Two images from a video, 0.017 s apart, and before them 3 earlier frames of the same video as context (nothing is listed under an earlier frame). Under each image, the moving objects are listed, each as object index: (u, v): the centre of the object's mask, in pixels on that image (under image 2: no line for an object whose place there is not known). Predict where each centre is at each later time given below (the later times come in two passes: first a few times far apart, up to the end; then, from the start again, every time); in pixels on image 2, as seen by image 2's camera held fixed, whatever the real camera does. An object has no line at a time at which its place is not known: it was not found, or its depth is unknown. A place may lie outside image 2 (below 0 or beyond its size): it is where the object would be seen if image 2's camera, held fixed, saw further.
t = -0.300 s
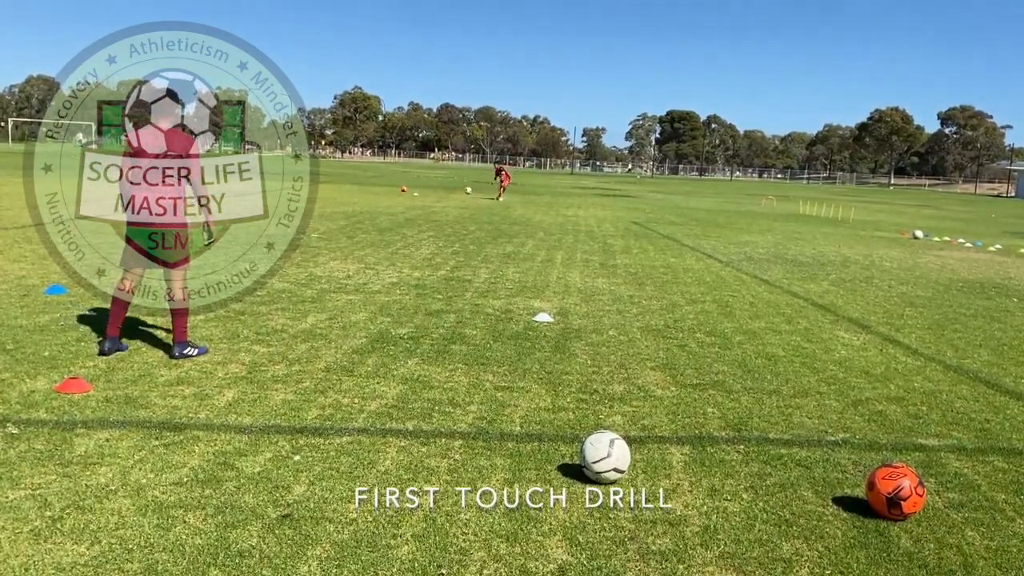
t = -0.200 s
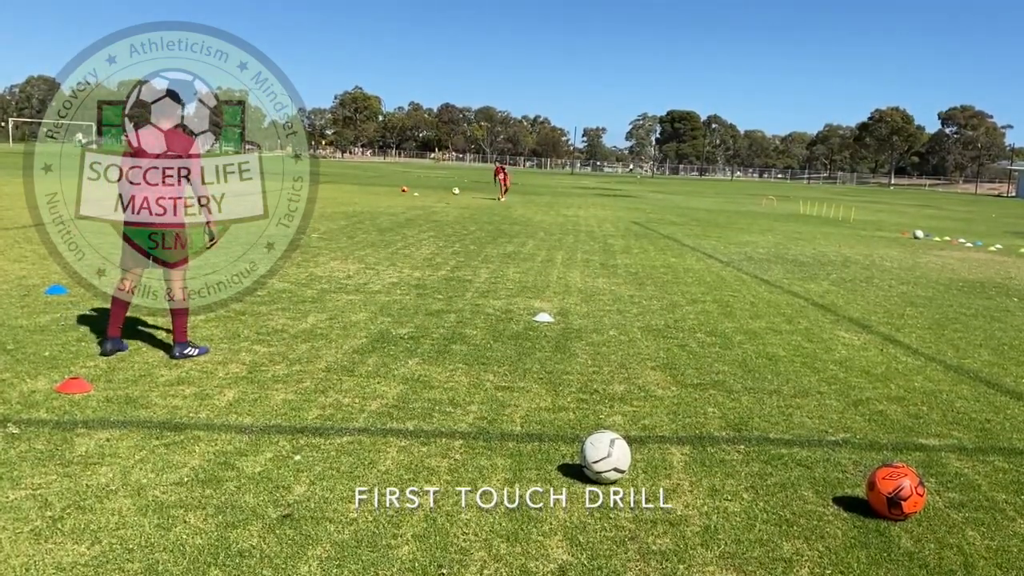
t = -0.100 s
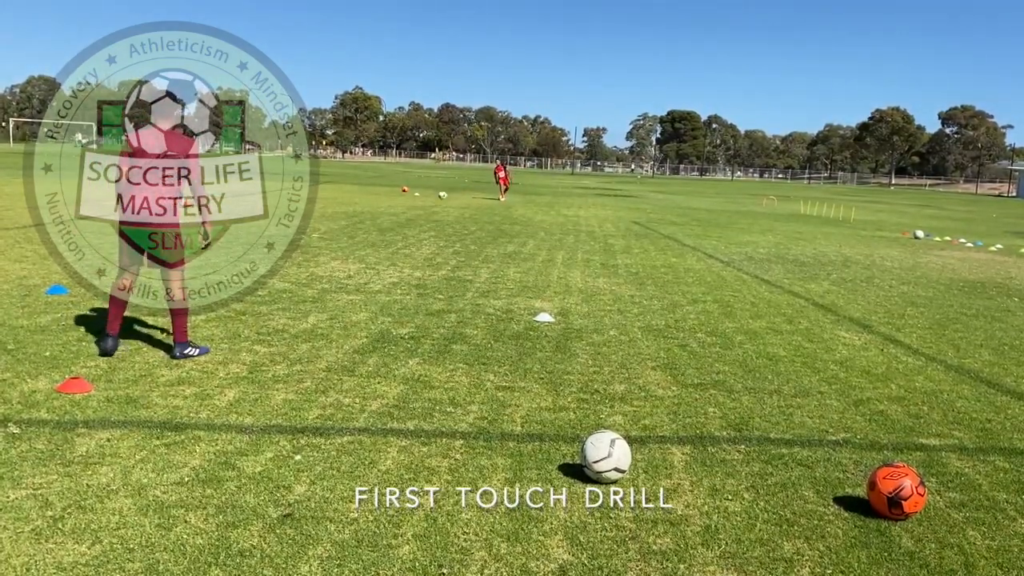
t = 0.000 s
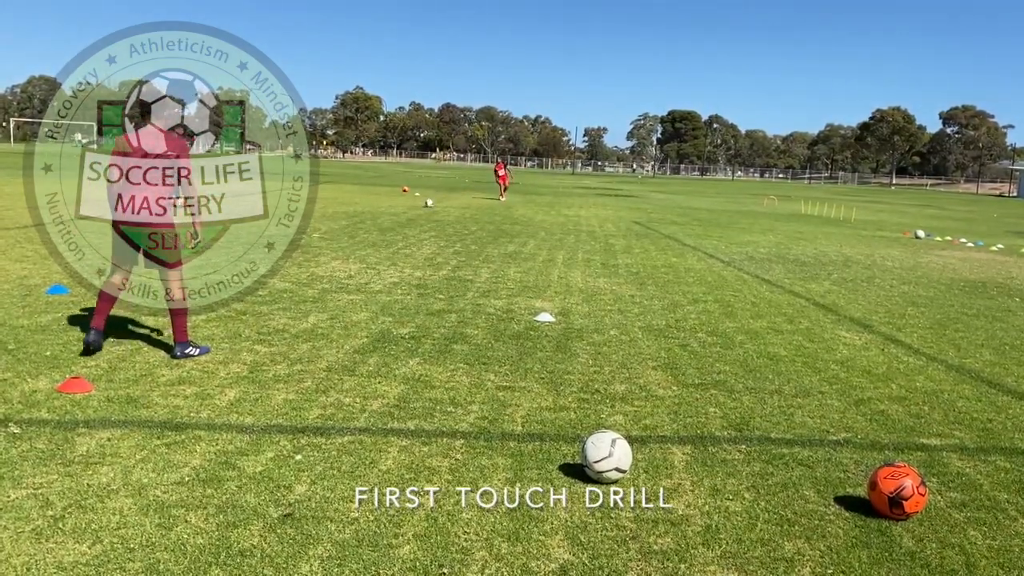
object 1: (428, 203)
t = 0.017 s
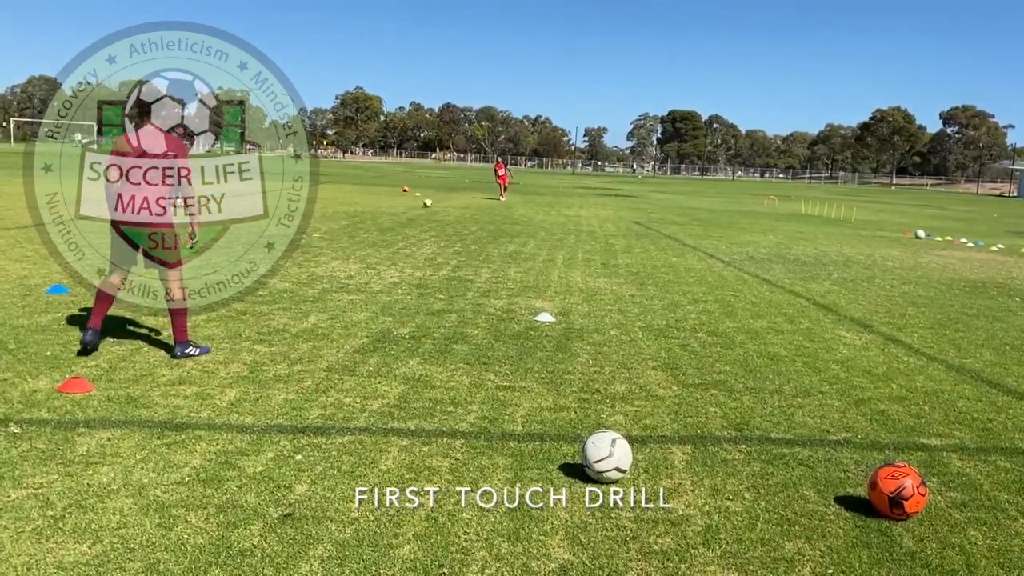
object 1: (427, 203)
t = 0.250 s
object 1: (400, 204)
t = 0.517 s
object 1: (370, 210)
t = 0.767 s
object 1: (339, 220)
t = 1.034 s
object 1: (303, 230)
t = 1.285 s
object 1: (261, 239)
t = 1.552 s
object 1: (206, 250)
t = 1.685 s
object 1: (173, 259)
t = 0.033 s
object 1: (425, 203)
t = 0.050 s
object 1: (423, 202)
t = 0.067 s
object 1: (422, 202)
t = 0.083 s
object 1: (420, 200)
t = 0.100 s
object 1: (418, 200)
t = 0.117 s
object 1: (417, 200)
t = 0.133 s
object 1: (415, 199)
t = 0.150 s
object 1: (413, 199)
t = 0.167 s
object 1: (411, 200)
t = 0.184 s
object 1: (409, 201)
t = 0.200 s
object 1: (407, 201)
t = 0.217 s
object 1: (405, 202)
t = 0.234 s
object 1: (402, 202)
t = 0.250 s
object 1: (400, 204)
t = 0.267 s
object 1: (398, 204)
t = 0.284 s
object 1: (396, 206)
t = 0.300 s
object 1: (394, 208)
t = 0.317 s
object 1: (391, 209)
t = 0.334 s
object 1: (389, 211)
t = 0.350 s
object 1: (388, 211)
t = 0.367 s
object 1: (386, 211)
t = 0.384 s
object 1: (384, 210)
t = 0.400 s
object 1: (382, 210)
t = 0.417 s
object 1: (381, 209)
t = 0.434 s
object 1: (379, 208)
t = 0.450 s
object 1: (377, 209)
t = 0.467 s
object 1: (375, 209)
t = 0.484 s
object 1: (373, 209)
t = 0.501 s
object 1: (371, 210)
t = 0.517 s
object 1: (370, 210)
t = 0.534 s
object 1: (368, 211)
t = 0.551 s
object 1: (365, 211)
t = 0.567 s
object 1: (363, 212)
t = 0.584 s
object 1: (361, 214)
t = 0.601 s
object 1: (359, 215)
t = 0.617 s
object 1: (357, 217)
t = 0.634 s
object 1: (355, 218)
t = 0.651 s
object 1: (353, 219)
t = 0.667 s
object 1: (351, 219)
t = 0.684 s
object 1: (349, 219)
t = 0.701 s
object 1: (347, 218)
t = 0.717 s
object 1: (345, 219)
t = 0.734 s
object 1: (343, 219)
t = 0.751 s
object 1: (341, 219)
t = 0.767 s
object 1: (339, 220)
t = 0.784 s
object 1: (337, 220)
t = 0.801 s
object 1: (335, 221)
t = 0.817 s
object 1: (333, 222)
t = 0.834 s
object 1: (330, 223)
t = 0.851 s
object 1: (328, 224)
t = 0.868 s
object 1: (326, 225)
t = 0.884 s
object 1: (324, 226)
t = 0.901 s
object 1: (322, 226)
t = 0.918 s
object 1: (319, 226)
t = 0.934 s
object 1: (317, 226)
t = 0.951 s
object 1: (315, 226)
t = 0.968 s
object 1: (313, 226)
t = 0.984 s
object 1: (310, 227)
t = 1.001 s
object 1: (307, 228)
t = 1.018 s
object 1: (305, 229)
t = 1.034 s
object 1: (303, 230)
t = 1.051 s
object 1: (301, 230)
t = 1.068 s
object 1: (298, 230)
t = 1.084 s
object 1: (295, 231)
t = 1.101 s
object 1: (291, 231)
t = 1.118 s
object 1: (289, 231)
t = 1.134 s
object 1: (286, 232)
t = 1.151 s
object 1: (284, 232)
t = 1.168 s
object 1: (282, 233)
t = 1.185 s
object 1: (278, 235)
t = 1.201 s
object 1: (275, 236)
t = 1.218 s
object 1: (272, 238)
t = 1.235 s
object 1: (269, 238)
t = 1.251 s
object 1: (267, 239)
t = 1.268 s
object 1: (264, 239)
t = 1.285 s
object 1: (261, 239)
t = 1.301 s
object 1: (257, 239)
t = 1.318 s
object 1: (255, 239)
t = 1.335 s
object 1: (251, 239)
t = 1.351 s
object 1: (248, 240)
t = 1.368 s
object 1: (245, 241)
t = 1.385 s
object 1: (241, 241)
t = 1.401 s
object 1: (238, 243)
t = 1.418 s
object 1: (233, 245)
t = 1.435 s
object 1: (231, 246)
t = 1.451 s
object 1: (228, 246)
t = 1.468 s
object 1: (225, 246)
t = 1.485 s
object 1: (221, 246)
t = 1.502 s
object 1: (217, 246)
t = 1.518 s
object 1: (213, 248)
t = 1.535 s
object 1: (210, 248)
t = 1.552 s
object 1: (206, 250)
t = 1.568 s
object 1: (203, 252)
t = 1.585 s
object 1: (199, 252)
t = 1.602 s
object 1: (194, 255)
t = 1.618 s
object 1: (190, 256)
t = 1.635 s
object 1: (186, 256)
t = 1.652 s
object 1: (182, 256)
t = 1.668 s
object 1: (178, 257)
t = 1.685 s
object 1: (173, 259)
